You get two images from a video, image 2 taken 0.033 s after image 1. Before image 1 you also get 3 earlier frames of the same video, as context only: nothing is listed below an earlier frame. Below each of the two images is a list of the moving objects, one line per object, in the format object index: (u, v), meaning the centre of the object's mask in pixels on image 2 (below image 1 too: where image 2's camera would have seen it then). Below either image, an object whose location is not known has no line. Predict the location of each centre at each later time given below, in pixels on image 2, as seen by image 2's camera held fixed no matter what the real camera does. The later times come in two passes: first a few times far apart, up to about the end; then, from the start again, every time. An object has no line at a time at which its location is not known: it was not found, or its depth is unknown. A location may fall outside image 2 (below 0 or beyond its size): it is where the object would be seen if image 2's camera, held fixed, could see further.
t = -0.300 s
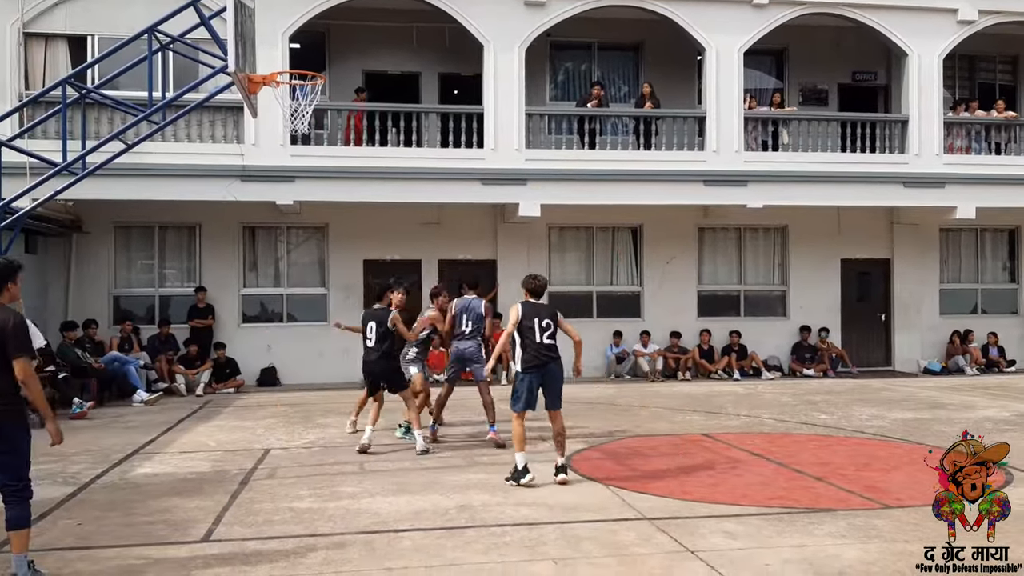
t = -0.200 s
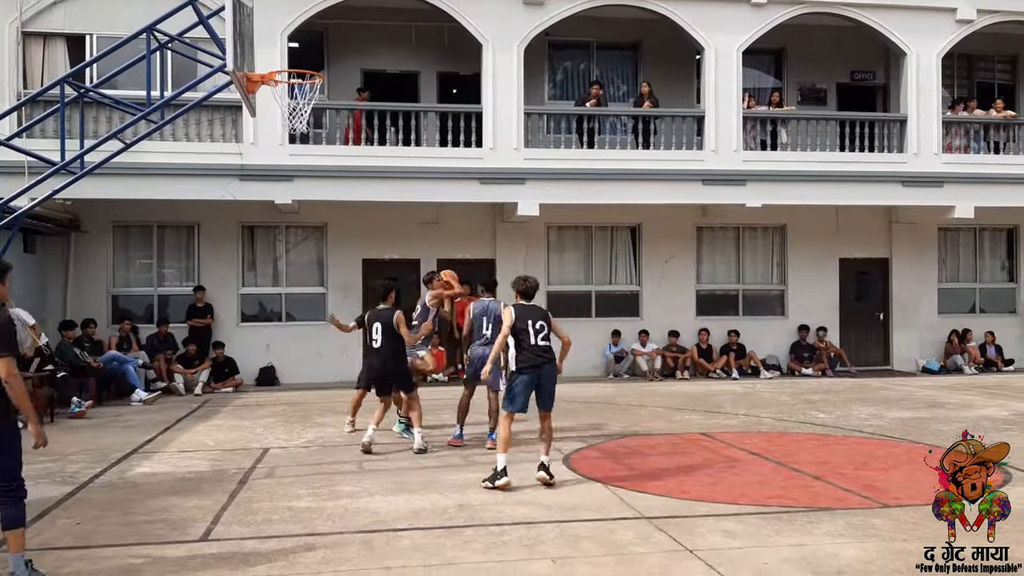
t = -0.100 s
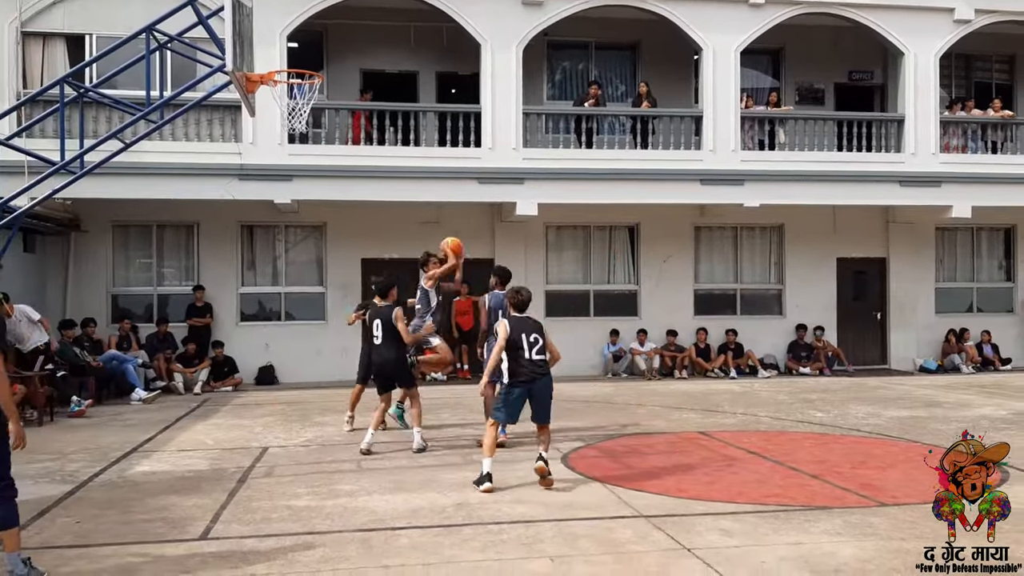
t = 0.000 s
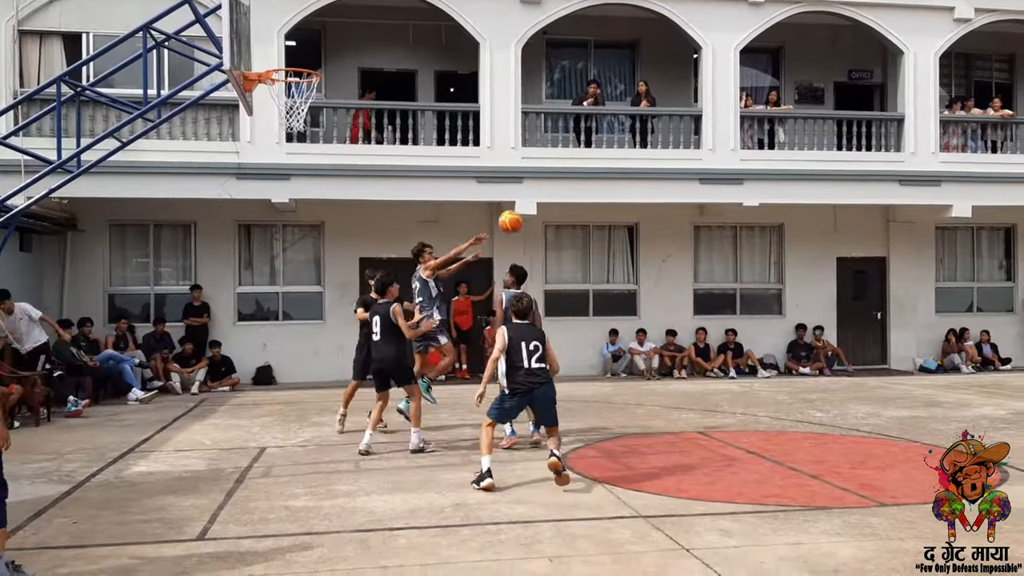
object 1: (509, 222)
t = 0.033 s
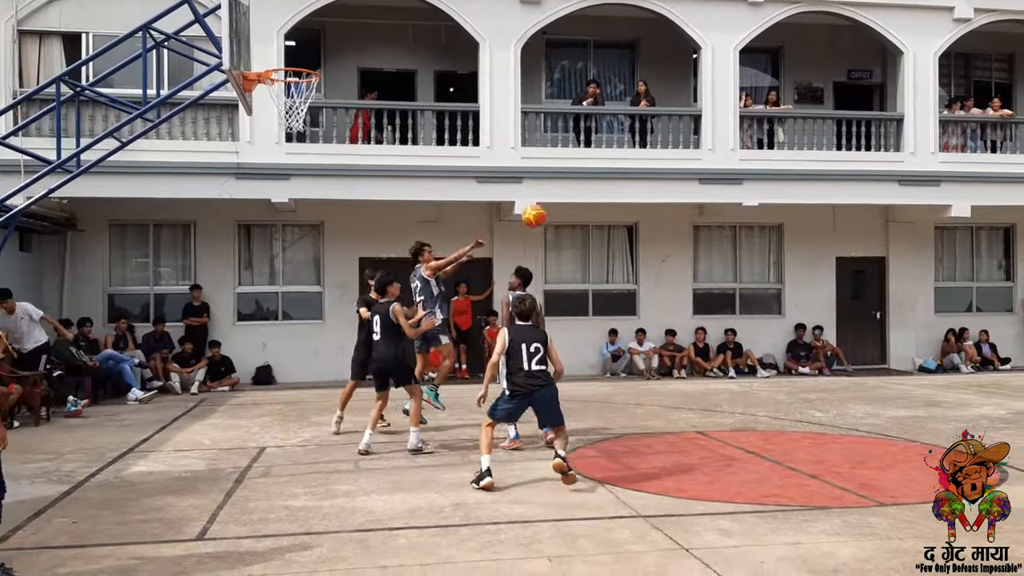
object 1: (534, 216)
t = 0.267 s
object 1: (719, 203)
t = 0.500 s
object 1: (947, 253)
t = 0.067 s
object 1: (558, 211)
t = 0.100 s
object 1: (582, 207)
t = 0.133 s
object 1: (608, 203)
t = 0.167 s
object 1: (635, 201)
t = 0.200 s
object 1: (661, 201)
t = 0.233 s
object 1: (690, 201)
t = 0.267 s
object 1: (719, 203)
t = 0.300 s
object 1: (749, 205)
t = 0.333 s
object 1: (780, 210)
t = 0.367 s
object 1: (812, 215)
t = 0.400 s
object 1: (844, 223)
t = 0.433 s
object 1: (877, 231)
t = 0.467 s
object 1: (912, 241)
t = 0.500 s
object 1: (947, 253)
